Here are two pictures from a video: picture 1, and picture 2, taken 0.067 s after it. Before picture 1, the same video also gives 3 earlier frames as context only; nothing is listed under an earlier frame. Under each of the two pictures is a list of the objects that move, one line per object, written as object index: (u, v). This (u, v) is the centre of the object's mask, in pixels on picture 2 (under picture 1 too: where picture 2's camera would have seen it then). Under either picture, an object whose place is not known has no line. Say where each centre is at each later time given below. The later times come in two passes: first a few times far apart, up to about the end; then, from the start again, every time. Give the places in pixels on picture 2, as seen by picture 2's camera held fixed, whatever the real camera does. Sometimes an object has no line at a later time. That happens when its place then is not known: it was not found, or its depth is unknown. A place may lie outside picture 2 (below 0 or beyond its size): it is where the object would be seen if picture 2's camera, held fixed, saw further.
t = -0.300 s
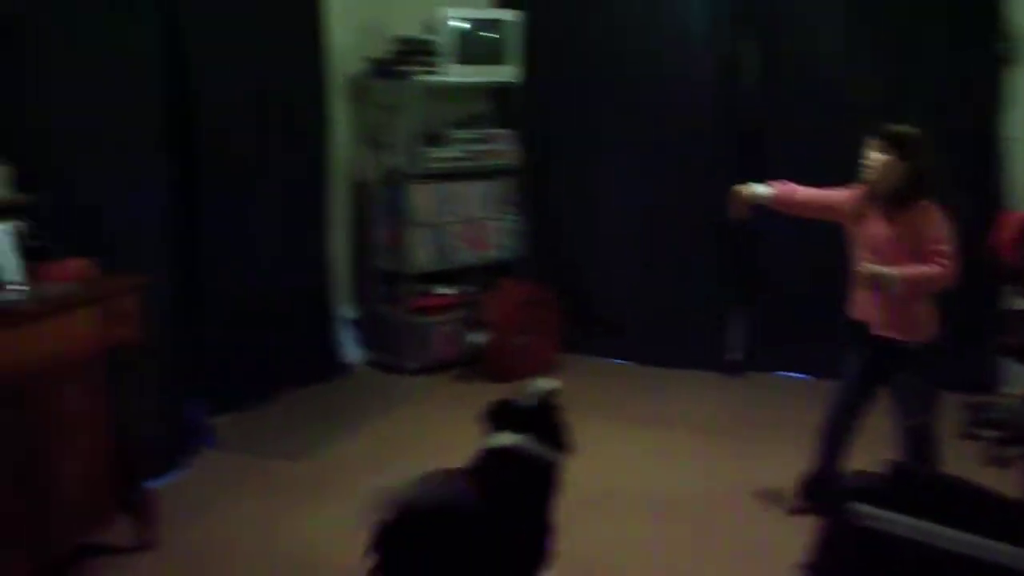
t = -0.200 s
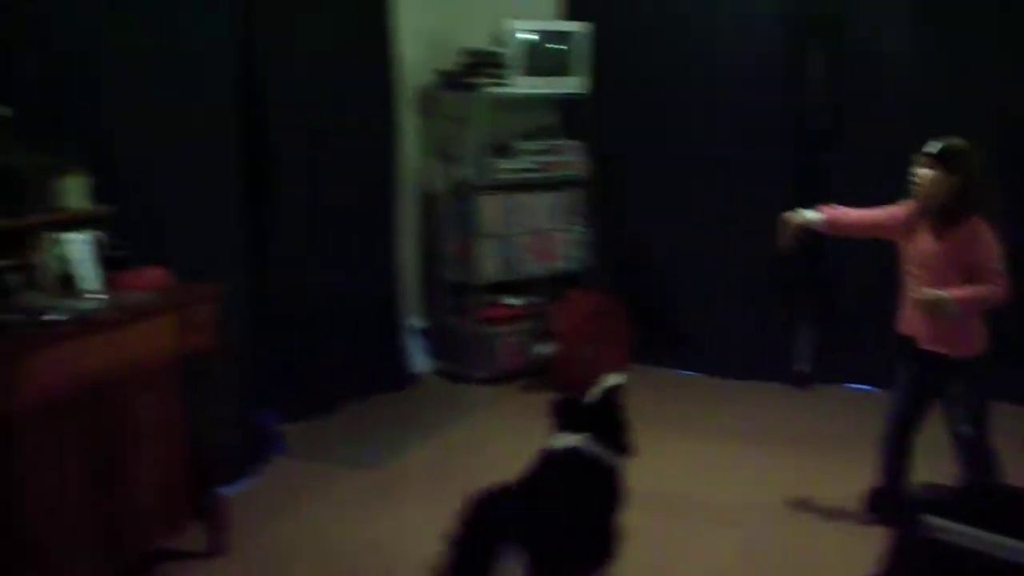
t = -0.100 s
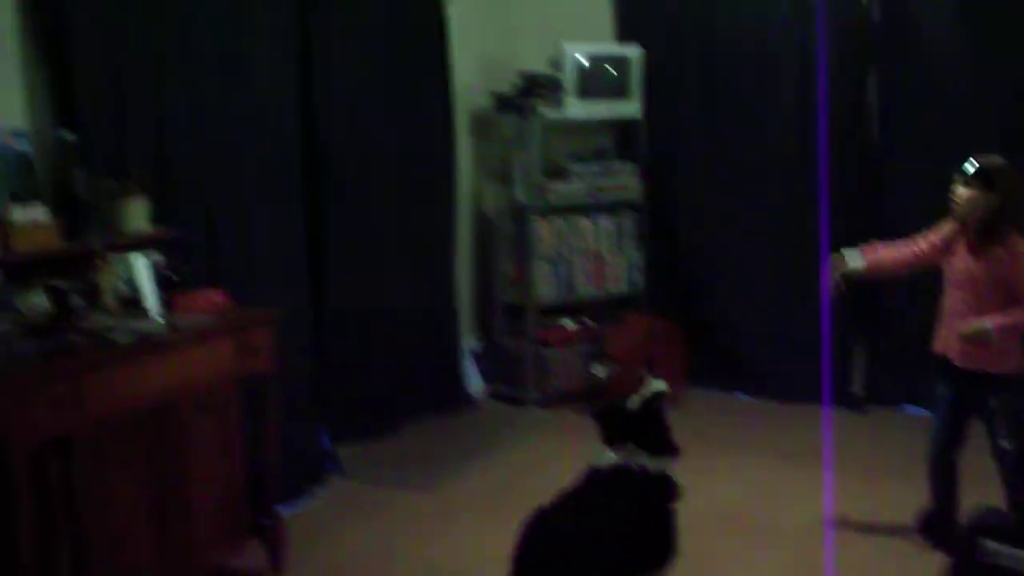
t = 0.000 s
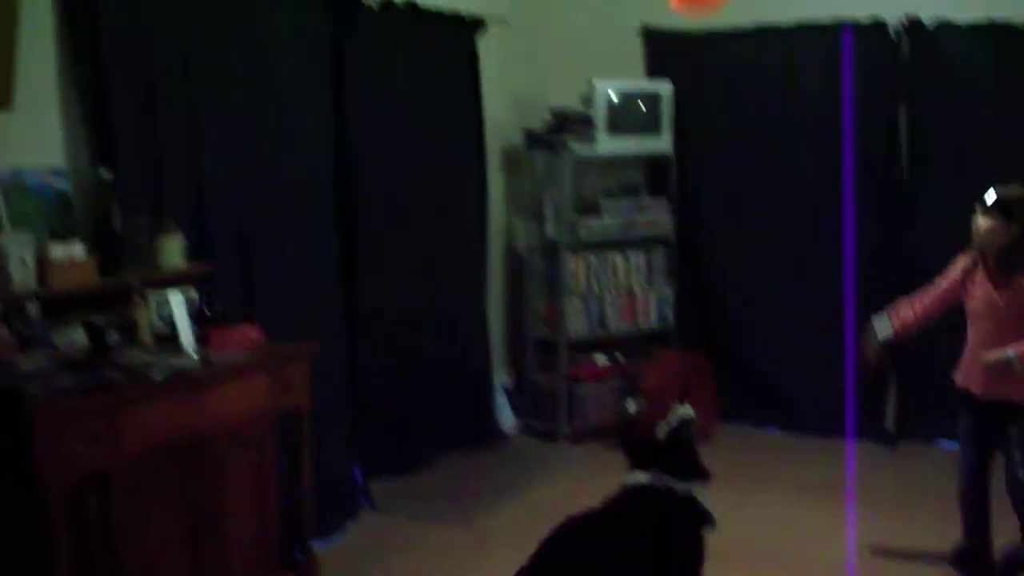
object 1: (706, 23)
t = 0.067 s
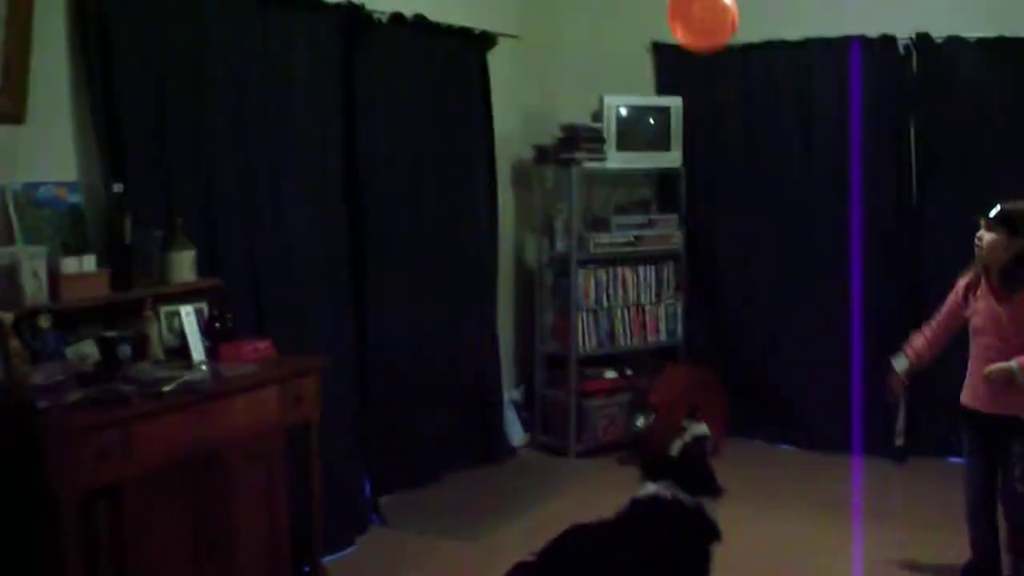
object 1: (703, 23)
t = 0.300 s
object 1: (694, 100)
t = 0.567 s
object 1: (687, 214)
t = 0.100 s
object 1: (701, 28)
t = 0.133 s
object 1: (700, 37)
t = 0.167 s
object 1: (698, 49)
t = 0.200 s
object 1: (697, 61)
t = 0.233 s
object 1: (696, 73)
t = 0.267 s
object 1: (695, 87)
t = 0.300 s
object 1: (694, 100)
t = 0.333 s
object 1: (694, 114)
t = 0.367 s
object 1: (693, 128)
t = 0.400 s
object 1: (692, 143)
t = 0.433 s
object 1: (691, 158)
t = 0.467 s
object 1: (691, 172)
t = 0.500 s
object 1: (690, 186)
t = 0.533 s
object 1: (689, 200)
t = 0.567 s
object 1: (687, 214)
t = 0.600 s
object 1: (687, 227)
